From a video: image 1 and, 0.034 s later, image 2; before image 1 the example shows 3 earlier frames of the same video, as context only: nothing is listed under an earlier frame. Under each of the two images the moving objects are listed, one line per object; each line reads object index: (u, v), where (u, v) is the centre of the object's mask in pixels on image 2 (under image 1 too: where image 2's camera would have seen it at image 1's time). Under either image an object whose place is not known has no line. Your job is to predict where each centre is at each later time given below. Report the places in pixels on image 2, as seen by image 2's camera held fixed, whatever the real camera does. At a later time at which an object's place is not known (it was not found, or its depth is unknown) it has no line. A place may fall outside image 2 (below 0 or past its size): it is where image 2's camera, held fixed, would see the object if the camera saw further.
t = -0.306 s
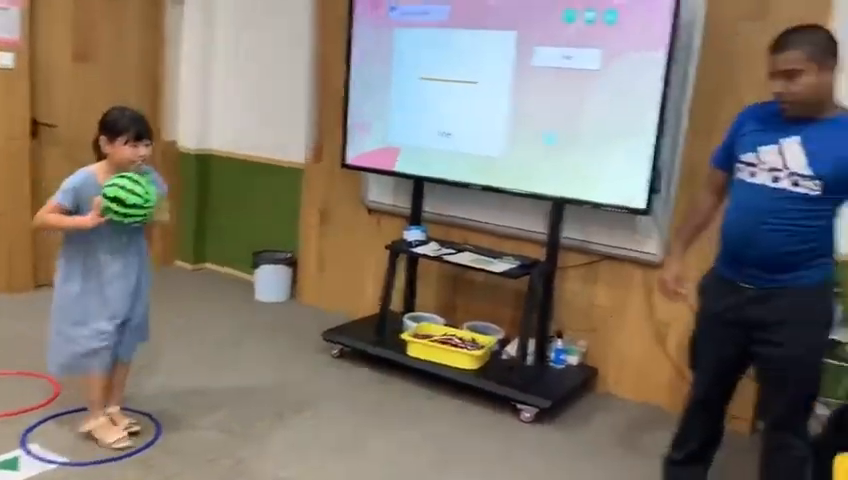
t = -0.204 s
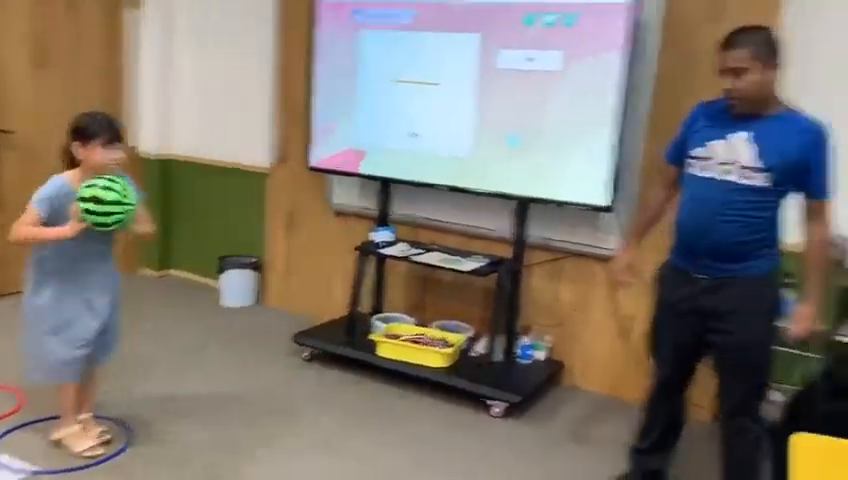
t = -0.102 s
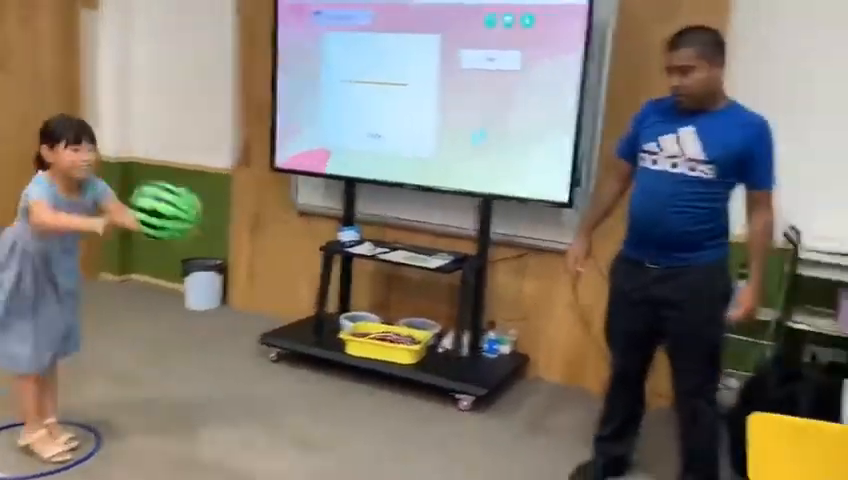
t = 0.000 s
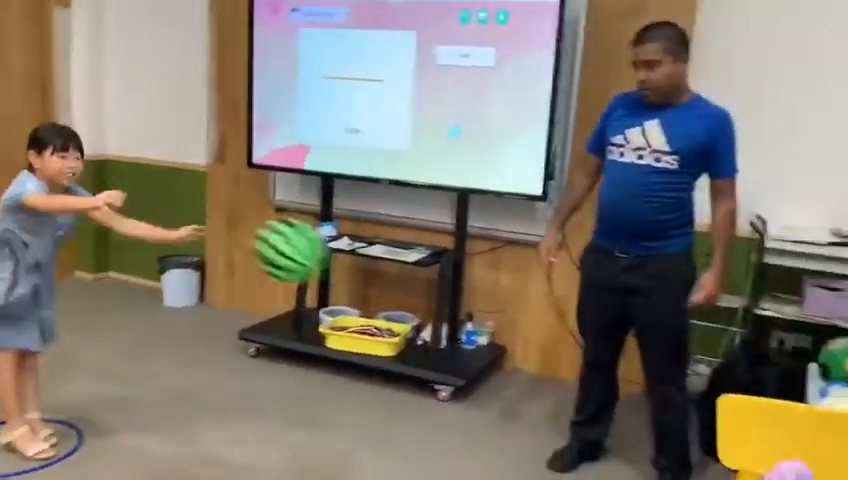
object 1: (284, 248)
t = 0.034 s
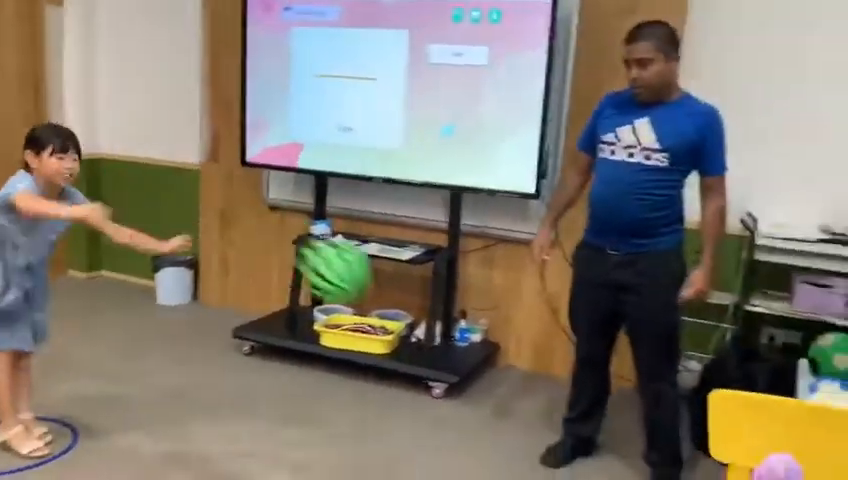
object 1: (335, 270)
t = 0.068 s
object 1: (385, 294)
